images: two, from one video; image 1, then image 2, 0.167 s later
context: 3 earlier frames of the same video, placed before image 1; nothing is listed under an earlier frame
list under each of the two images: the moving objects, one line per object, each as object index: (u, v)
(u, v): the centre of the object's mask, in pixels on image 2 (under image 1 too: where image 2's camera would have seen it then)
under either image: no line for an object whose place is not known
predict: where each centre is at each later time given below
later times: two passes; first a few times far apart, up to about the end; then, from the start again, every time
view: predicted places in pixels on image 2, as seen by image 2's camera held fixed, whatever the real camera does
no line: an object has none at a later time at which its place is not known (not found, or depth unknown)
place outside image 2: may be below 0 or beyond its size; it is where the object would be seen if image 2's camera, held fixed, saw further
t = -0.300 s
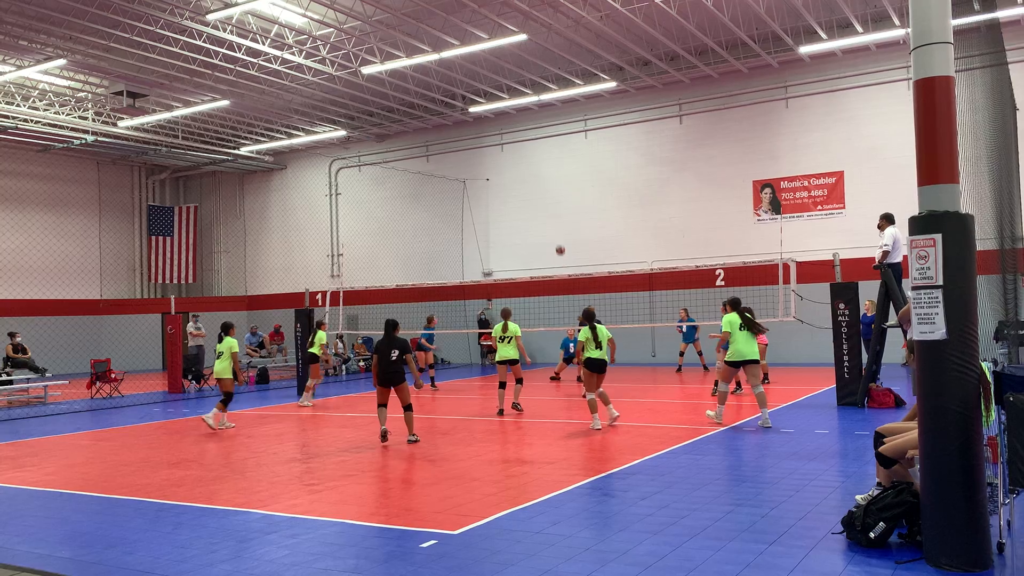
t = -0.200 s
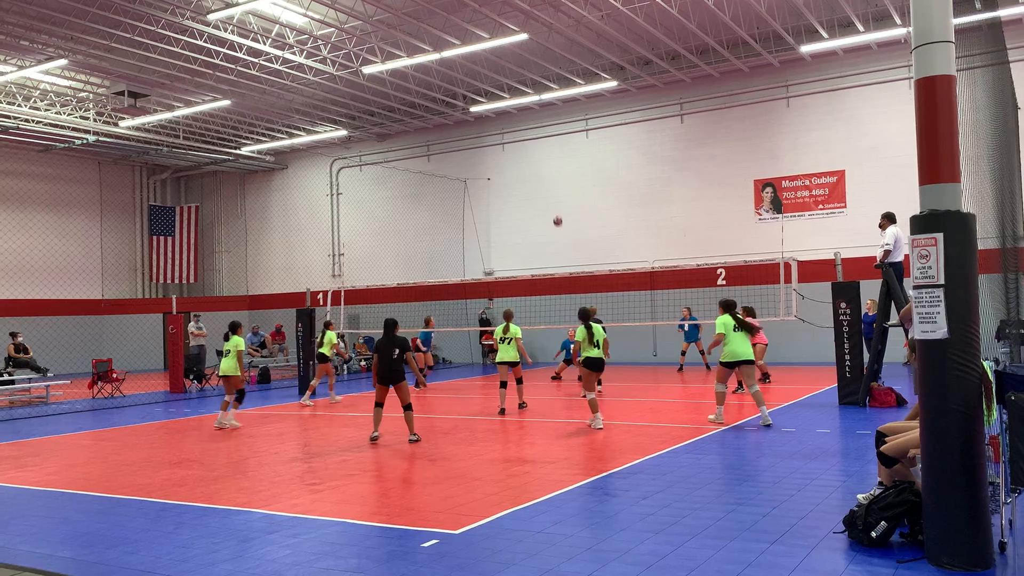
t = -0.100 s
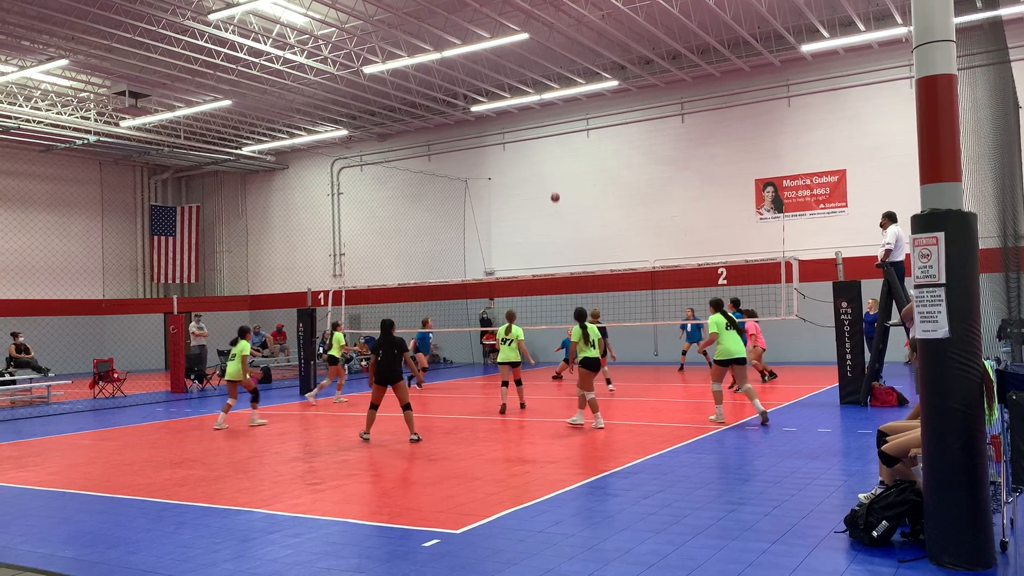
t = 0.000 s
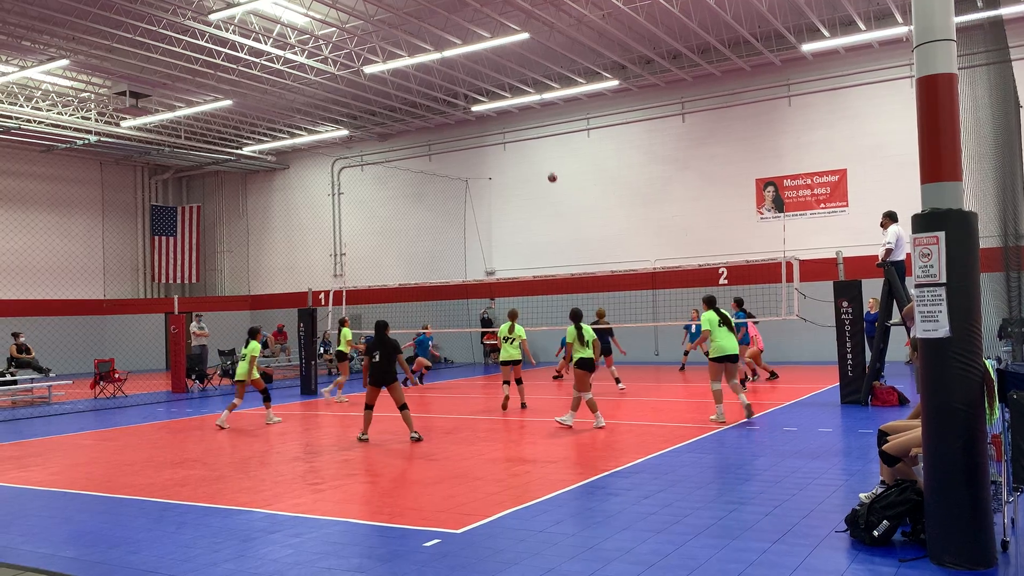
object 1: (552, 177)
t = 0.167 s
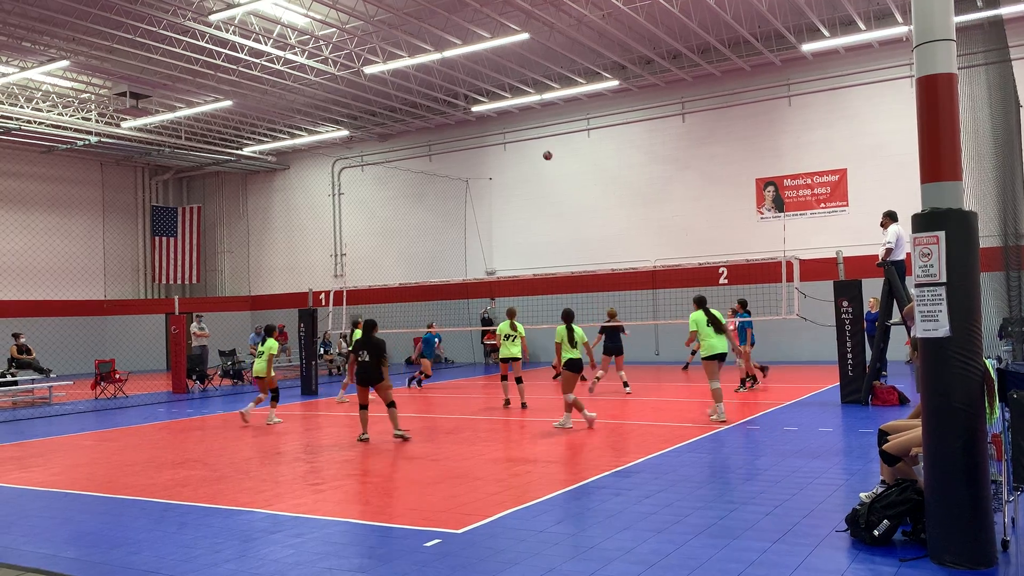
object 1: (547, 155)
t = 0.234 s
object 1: (546, 150)
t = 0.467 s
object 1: (539, 146)
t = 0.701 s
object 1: (535, 166)
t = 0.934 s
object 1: (530, 210)
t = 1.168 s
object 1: (527, 281)
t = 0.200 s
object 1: (546, 152)
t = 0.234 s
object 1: (546, 150)
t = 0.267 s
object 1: (544, 148)
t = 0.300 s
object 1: (544, 146)
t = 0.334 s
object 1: (543, 145)
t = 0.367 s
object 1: (542, 145)
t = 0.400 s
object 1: (541, 144)
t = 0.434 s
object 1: (540, 145)
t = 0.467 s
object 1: (539, 146)
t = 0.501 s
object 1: (539, 147)
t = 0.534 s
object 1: (538, 149)
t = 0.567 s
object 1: (537, 152)
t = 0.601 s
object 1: (536, 155)
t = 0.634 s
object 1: (536, 158)
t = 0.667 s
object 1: (535, 162)
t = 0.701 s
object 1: (535, 166)
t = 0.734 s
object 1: (534, 171)
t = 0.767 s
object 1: (533, 176)
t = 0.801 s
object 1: (533, 182)
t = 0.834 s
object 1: (532, 188)
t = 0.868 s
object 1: (532, 195)
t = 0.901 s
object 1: (531, 202)
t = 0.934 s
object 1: (530, 210)
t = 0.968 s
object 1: (530, 219)
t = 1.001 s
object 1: (529, 227)
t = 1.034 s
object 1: (529, 237)
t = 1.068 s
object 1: (528, 247)
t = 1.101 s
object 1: (528, 257)
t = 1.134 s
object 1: (527, 267)
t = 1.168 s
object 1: (527, 281)
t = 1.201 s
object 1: (526, 289)
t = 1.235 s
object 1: (526, 303)
